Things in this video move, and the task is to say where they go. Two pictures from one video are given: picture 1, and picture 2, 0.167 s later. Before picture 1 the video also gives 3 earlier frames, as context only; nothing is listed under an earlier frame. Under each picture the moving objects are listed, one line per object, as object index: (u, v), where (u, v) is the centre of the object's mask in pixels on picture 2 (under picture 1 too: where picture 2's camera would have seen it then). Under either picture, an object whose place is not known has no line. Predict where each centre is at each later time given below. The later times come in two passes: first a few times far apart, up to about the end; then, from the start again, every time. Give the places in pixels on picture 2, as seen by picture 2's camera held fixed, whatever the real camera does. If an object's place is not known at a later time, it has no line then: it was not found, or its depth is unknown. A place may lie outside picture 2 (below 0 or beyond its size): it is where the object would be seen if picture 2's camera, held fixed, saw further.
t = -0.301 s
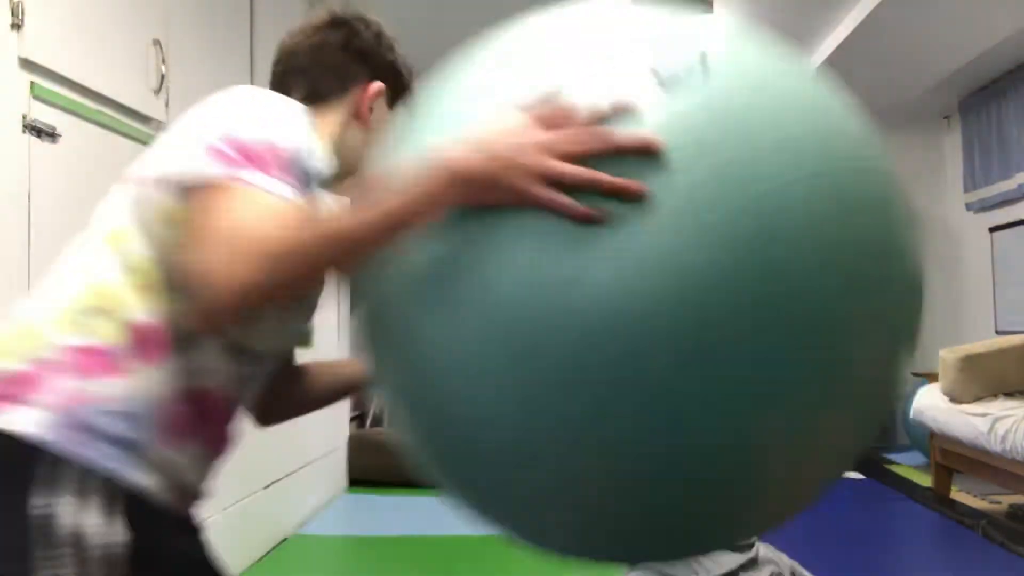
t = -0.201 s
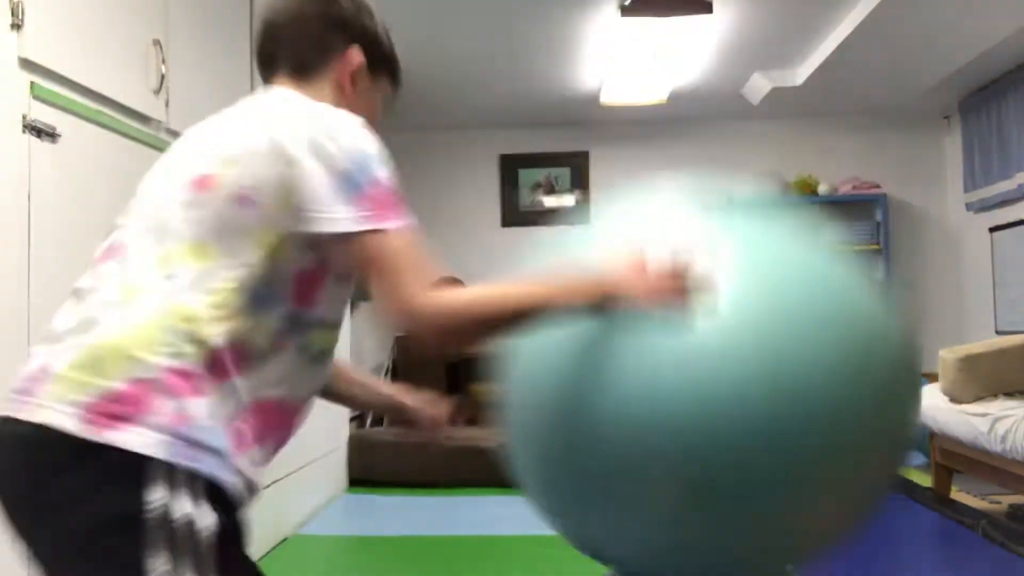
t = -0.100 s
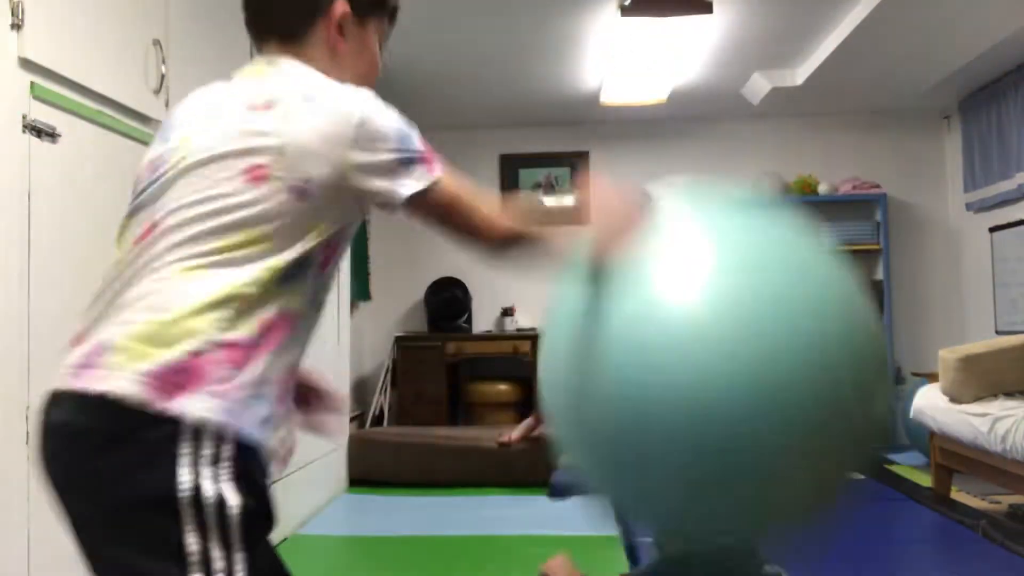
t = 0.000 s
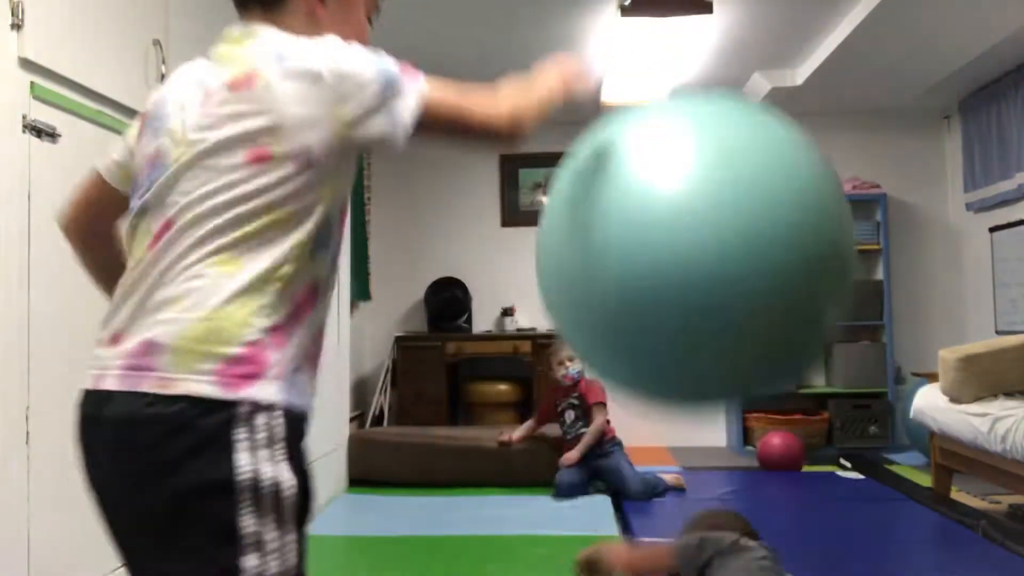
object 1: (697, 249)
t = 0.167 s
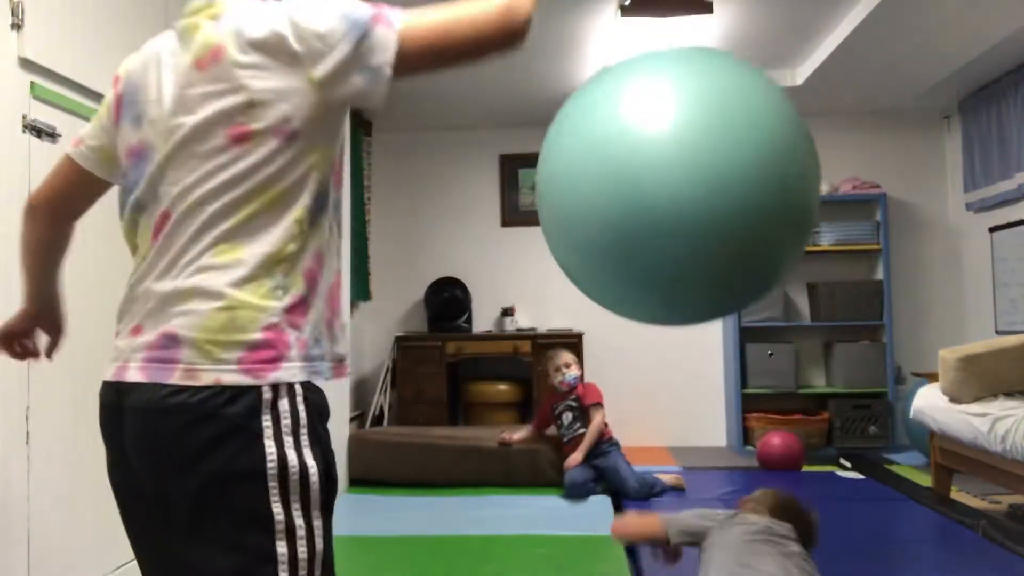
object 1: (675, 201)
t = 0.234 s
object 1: (673, 211)
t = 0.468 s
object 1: (661, 303)
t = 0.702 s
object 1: (643, 484)
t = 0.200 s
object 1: (674, 204)
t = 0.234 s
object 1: (673, 211)
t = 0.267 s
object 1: (672, 214)
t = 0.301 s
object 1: (670, 221)
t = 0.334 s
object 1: (667, 226)
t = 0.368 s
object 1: (665, 239)
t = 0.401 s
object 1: (663, 256)
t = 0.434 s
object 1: (662, 277)
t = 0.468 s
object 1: (661, 303)
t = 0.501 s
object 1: (658, 327)
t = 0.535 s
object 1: (657, 357)
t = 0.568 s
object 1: (655, 388)
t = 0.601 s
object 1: (654, 421)
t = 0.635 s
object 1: (655, 456)
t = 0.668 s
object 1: (651, 485)
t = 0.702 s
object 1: (643, 484)
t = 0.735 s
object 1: (632, 460)
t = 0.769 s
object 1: (621, 433)
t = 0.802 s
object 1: (612, 413)
